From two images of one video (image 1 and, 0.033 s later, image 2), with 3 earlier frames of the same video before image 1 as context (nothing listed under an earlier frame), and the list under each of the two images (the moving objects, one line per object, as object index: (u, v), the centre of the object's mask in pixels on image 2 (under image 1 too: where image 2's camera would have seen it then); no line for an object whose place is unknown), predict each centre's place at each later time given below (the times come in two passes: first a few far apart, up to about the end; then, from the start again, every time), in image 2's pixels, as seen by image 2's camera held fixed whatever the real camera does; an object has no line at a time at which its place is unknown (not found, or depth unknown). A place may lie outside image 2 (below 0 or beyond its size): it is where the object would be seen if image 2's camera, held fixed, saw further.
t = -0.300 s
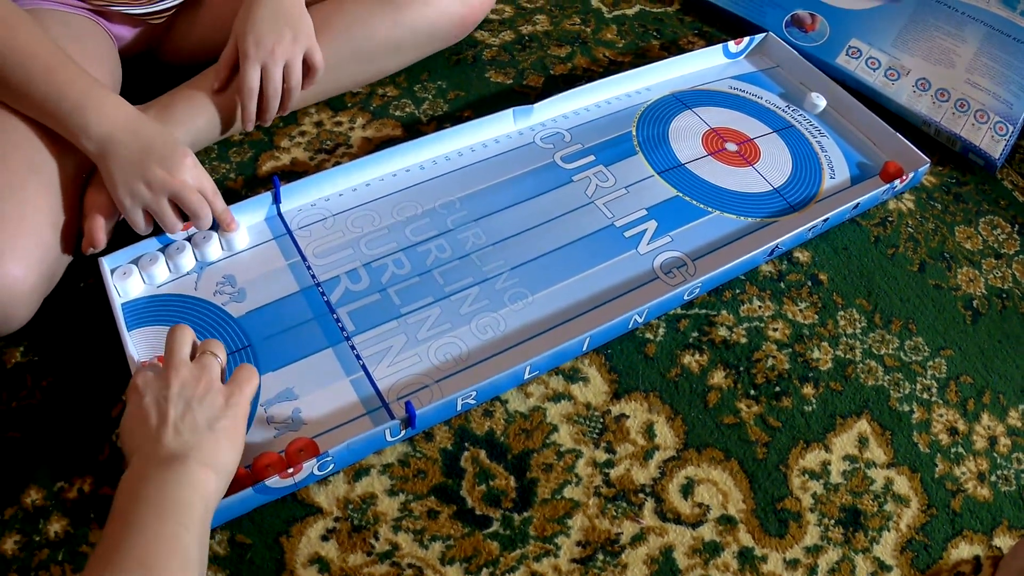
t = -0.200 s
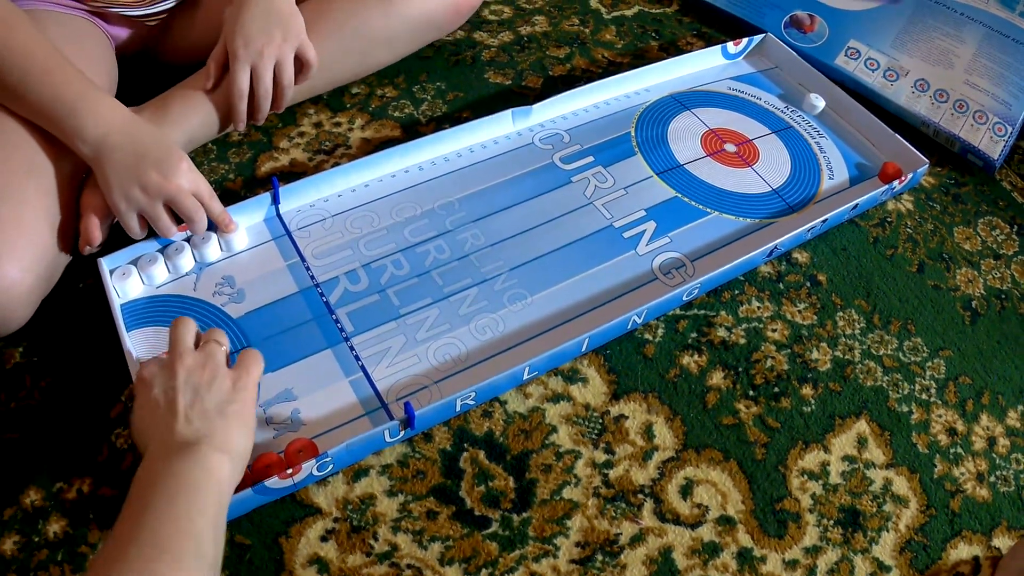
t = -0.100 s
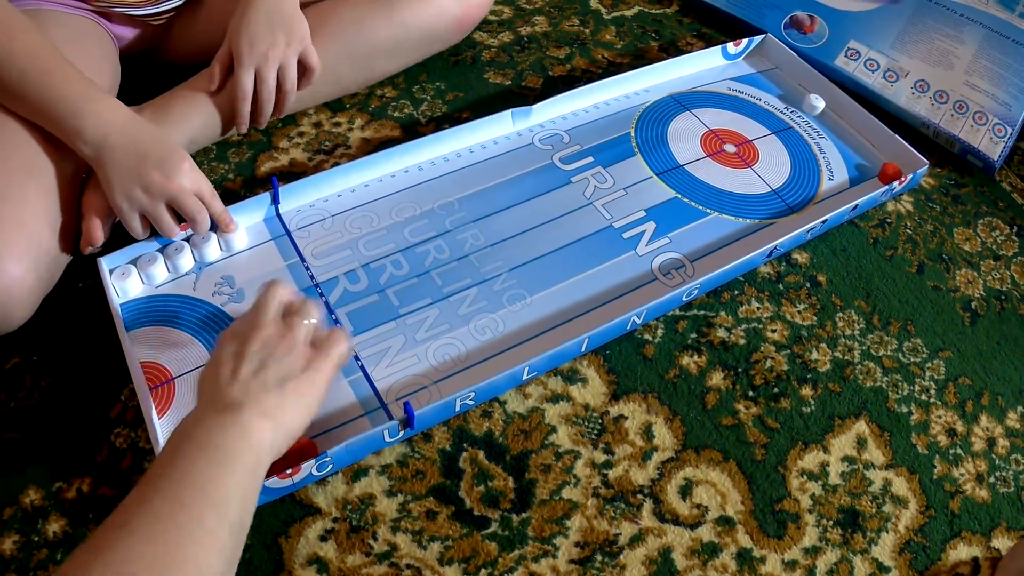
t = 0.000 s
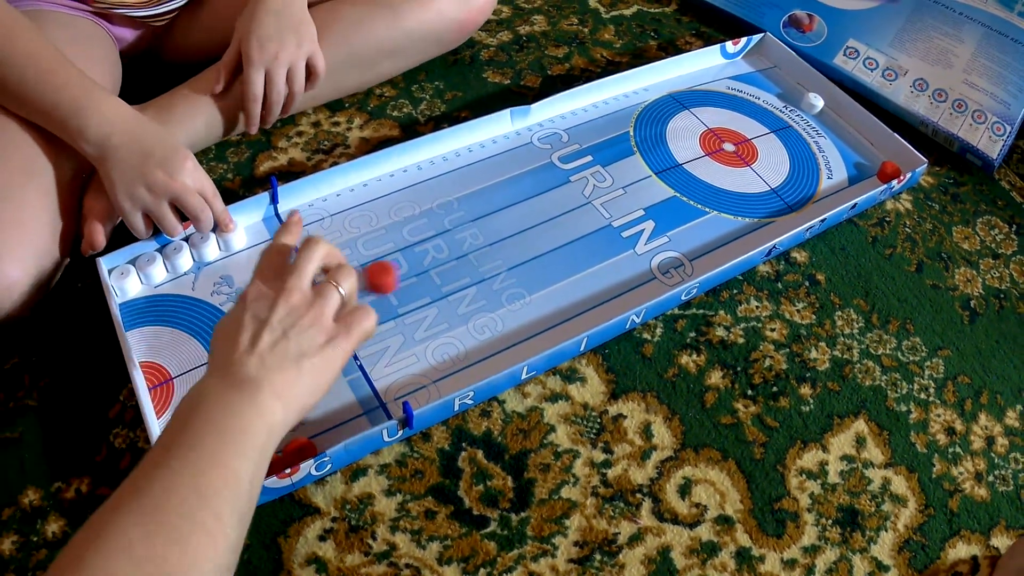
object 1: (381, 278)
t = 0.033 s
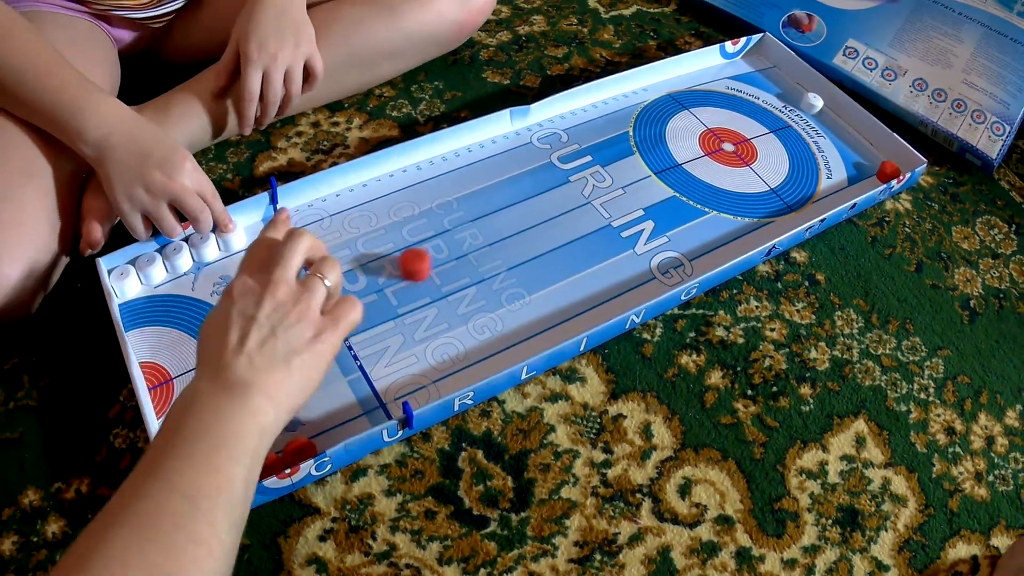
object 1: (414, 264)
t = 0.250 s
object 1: (587, 198)
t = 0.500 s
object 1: (713, 156)
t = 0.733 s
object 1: (794, 135)
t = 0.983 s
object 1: (846, 130)
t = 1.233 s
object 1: (844, 137)
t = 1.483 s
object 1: (844, 137)
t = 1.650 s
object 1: (844, 137)
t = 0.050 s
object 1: (428, 259)
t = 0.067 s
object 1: (443, 253)
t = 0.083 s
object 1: (460, 247)
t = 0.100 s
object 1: (474, 242)
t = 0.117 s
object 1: (487, 237)
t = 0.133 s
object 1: (502, 231)
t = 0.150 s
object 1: (515, 227)
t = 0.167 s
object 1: (528, 222)
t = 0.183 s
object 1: (542, 216)
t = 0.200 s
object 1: (553, 212)
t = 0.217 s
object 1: (565, 207)
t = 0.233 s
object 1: (577, 203)
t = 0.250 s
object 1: (587, 198)
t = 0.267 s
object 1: (598, 194)
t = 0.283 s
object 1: (609, 190)
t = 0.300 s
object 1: (618, 186)
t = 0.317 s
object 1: (627, 182)
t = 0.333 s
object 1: (637, 179)
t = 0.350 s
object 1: (645, 175)
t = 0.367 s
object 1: (654, 172)
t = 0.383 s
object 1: (662, 170)
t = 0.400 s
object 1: (669, 168)
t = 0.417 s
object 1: (678, 165)
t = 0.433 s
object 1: (685, 163)
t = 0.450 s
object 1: (692, 161)
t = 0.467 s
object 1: (699, 159)
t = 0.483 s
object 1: (707, 157)
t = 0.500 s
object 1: (713, 156)
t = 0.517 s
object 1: (720, 153)
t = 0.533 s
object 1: (726, 151)
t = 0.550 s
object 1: (732, 149)
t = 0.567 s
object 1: (737, 149)
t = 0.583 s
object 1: (745, 147)
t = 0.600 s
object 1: (749, 144)
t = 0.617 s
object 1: (755, 143)
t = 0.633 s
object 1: (762, 142)
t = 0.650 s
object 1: (767, 140)
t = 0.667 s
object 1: (774, 139)
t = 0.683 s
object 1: (779, 138)
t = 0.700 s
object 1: (784, 137)
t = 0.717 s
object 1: (789, 136)
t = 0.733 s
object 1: (794, 135)
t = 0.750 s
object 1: (799, 134)
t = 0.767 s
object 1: (805, 133)
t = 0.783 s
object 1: (810, 132)
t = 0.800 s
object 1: (815, 132)
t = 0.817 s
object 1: (820, 131)
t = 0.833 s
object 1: (825, 130)
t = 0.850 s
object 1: (829, 130)
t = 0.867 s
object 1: (834, 129)
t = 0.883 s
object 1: (839, 128)
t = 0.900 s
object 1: (844, 128)
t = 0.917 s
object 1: (848, 127)
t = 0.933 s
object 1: (851, 127)
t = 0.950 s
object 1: (849, 128)
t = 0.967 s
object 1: (848, 129)
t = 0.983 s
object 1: (846, 130)
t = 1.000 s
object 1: (846, 131)
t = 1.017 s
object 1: (845, 132)
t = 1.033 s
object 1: (844, 133)
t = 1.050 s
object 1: (844, 134)
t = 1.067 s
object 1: (843, 134)
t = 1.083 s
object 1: (843, 135)
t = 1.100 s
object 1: (843, 135)
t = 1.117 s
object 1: (843, 136)
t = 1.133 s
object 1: (843, 136)
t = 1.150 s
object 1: (843, 137)
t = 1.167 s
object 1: (843, 137)
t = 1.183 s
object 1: (844, 137)
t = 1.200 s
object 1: (844, 137)
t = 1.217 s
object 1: (844, 137)
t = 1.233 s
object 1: (844, 137)
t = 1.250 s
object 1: (844, 137)
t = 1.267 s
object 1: (844, 137)
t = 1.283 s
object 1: (844, 137)
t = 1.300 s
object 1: (844, 137)
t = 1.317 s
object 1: (844, 137)
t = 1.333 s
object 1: (844, 137)
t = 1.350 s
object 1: (844, 137)
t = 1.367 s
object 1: (844, 137)
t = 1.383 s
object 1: (844, 137)
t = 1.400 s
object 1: (844, 137)
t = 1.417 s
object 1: (844, 137)
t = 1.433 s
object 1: (844, 137)
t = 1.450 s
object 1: (844, 137)
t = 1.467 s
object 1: (844, 137)
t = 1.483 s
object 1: (844, 137)
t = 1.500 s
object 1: (844, 137)
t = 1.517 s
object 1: (844, 137)
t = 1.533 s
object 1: (844, 137)
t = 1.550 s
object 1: (844, 137)
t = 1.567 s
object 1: (844, 137)
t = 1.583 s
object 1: (844, 137)
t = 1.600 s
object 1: (844, 137)
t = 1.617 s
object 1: (844, 137)
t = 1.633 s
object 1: (844, 137)
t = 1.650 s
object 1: (844, 137)
